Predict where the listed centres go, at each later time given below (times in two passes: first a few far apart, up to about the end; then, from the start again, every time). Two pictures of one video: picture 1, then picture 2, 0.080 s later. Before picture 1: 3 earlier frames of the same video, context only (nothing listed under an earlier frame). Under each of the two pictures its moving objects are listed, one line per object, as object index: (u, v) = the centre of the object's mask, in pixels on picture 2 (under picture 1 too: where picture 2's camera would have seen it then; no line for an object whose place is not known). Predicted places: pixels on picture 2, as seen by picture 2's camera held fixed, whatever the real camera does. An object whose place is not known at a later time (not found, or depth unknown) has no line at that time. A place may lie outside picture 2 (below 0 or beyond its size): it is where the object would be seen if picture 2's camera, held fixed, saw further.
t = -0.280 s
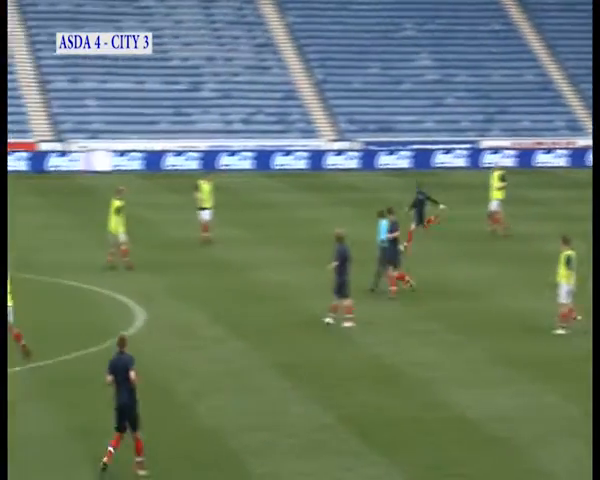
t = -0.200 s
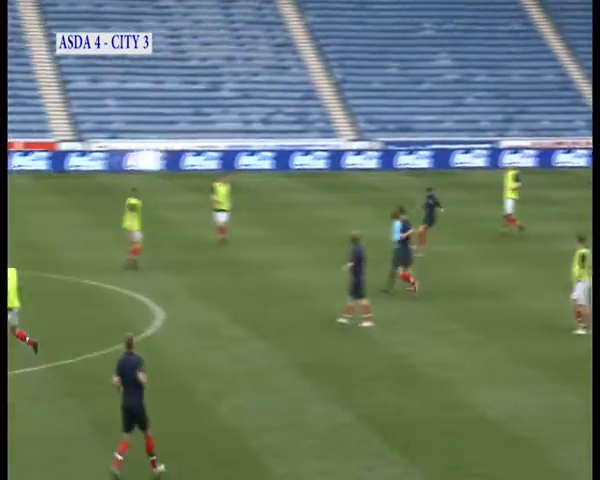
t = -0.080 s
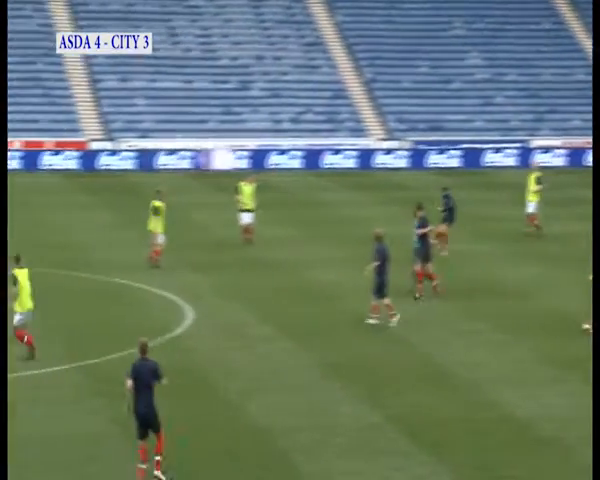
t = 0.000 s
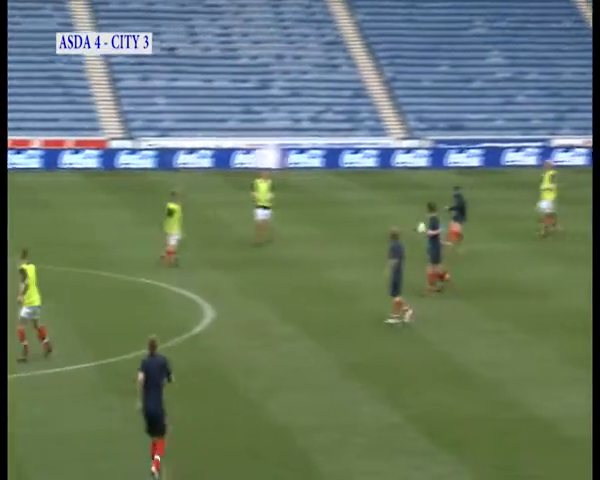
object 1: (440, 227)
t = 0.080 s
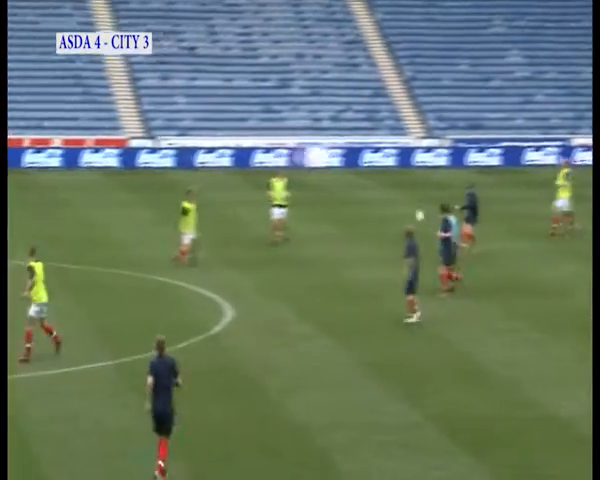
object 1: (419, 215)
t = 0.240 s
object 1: (377, 202)
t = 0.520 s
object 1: (302, 207)
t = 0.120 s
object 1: (409, 211)
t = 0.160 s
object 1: (399, 207)
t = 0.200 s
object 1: (388, 204)
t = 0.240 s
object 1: (377, 202)
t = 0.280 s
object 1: (367, 200)
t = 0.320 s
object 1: (356, 200)
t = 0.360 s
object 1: (345, 200)
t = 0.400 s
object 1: (335, 201)
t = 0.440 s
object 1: (324, 202)
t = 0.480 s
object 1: (314, 205)
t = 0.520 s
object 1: (302, 207)
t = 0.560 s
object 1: (291, 211)
